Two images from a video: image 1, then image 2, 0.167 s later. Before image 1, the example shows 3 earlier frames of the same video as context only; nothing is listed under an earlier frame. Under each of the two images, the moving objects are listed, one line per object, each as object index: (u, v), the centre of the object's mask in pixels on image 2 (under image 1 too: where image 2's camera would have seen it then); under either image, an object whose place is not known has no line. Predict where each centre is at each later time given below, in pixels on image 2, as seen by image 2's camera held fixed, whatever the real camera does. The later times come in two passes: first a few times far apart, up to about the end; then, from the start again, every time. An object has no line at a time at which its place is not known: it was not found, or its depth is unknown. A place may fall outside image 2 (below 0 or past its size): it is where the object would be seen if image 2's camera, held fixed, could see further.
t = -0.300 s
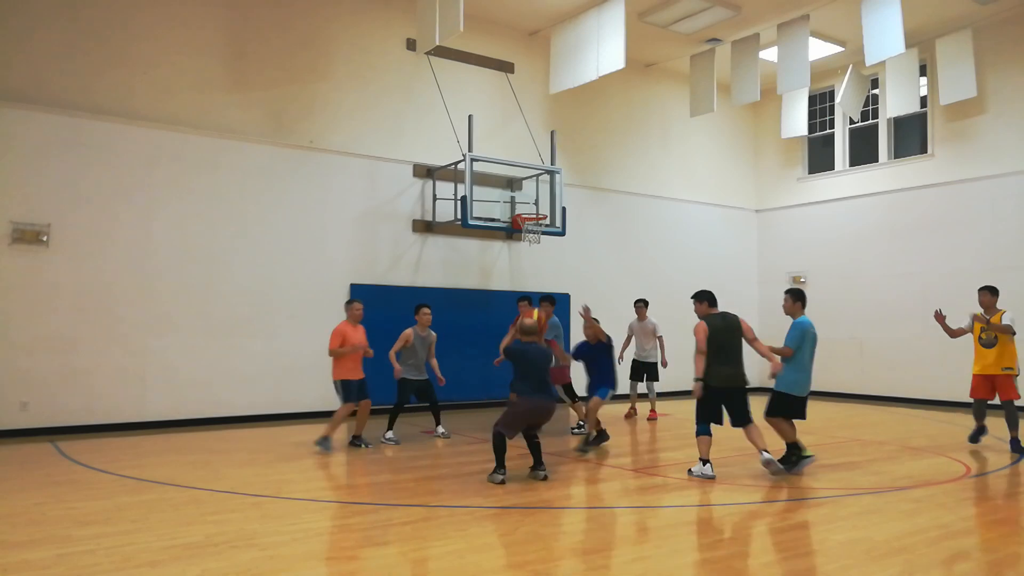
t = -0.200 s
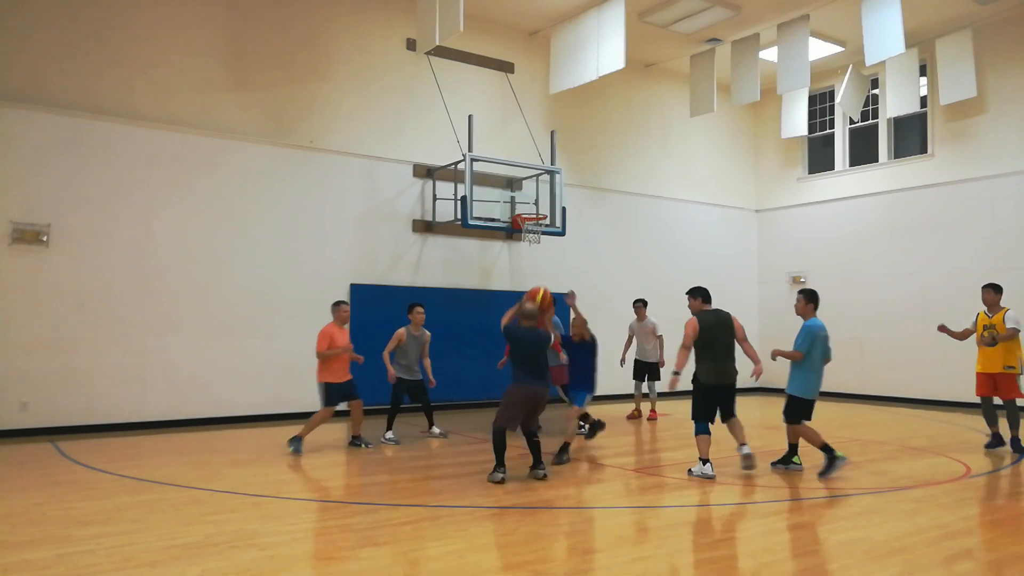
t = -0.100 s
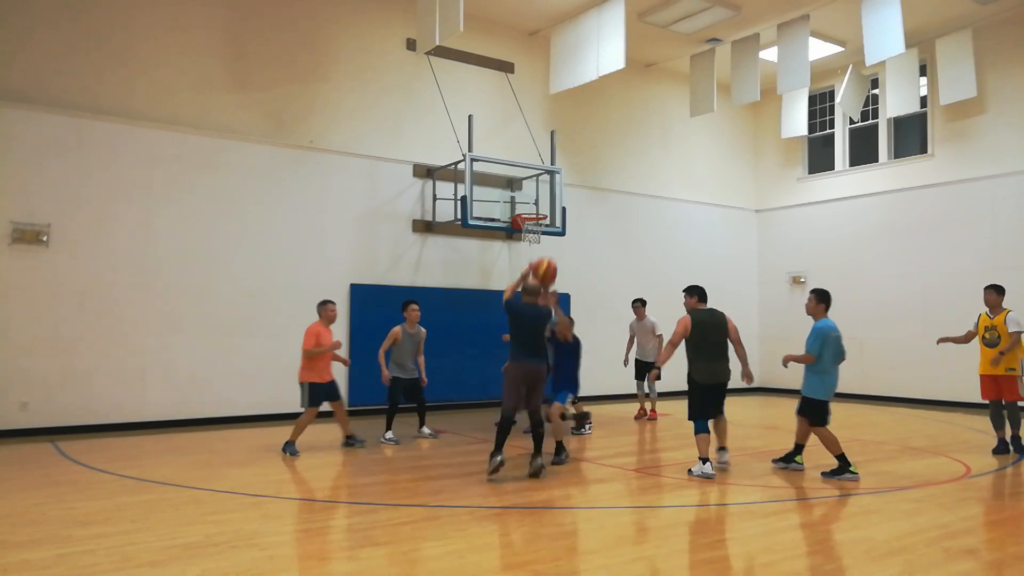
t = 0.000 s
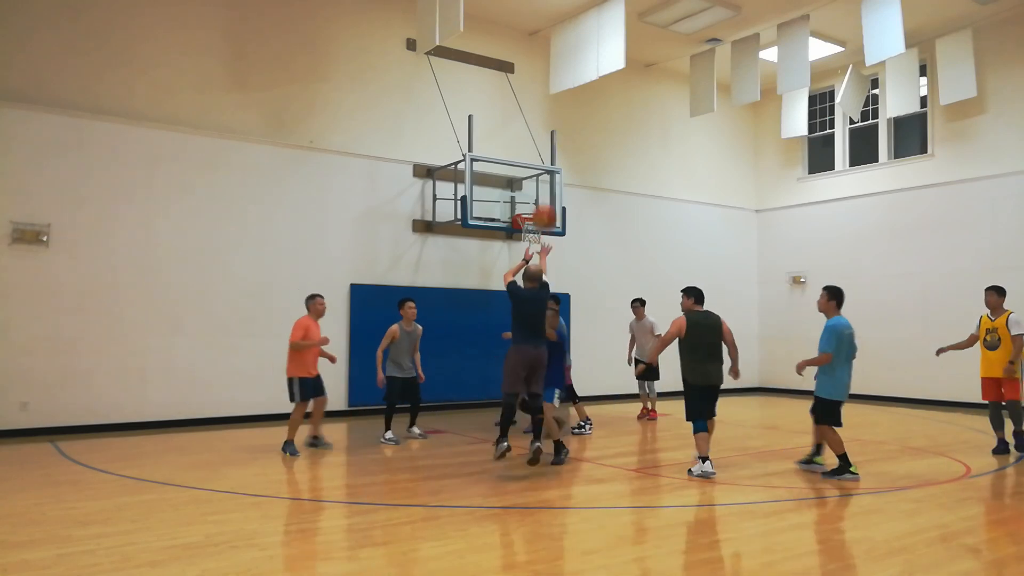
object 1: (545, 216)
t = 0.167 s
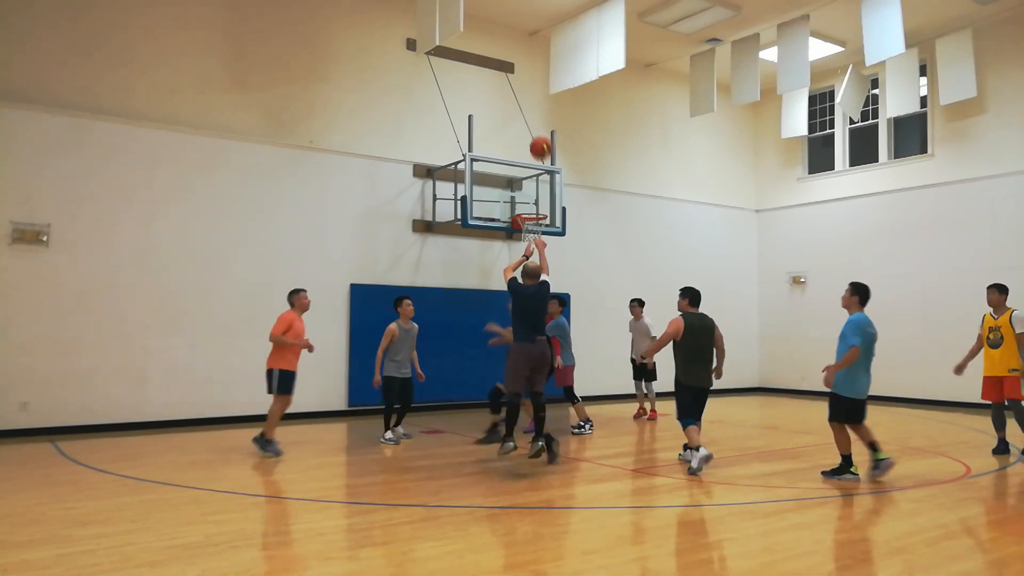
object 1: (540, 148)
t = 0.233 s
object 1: (540, 130)
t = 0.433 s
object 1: (537, 103)
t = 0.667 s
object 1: (533, 114)
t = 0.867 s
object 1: (530, 151)
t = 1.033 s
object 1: (527, 197)
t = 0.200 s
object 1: (540, 138)
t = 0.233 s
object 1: (540, 130)
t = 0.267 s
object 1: (539, 123)
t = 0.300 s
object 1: (539, 117)
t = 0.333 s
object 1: (538, 112)
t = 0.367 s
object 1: (538, 108)
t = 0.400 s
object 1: (537, 105)
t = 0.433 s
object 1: (537, 103)
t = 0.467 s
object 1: (536, 102)
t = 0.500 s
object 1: (536, 102)
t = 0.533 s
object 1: (535, 103)
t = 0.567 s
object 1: (535, 105)
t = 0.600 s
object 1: (534, 107)
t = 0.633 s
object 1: (534, 110)
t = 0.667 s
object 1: (533, 114)
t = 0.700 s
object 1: (533, 118)
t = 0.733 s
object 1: (532, 124)
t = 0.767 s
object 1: (532, 129)
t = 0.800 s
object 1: (531, 136)
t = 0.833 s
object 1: (531, 143)
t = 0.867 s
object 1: (530, 151)
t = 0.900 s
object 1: (529, 158)
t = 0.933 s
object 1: (529, 167)
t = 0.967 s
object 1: (528, 177)
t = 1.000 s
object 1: (528, 187)
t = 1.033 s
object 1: (527, 197)
